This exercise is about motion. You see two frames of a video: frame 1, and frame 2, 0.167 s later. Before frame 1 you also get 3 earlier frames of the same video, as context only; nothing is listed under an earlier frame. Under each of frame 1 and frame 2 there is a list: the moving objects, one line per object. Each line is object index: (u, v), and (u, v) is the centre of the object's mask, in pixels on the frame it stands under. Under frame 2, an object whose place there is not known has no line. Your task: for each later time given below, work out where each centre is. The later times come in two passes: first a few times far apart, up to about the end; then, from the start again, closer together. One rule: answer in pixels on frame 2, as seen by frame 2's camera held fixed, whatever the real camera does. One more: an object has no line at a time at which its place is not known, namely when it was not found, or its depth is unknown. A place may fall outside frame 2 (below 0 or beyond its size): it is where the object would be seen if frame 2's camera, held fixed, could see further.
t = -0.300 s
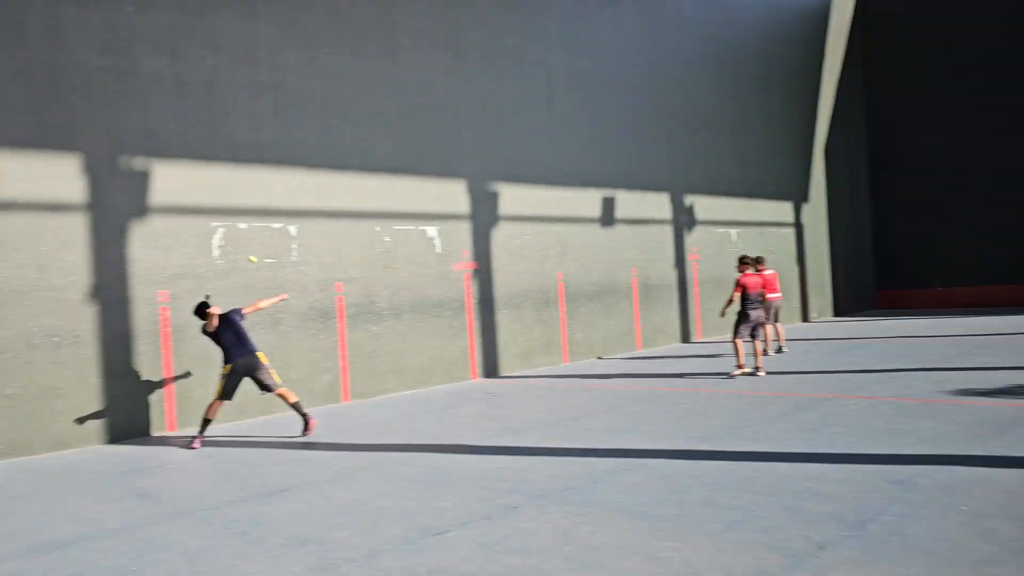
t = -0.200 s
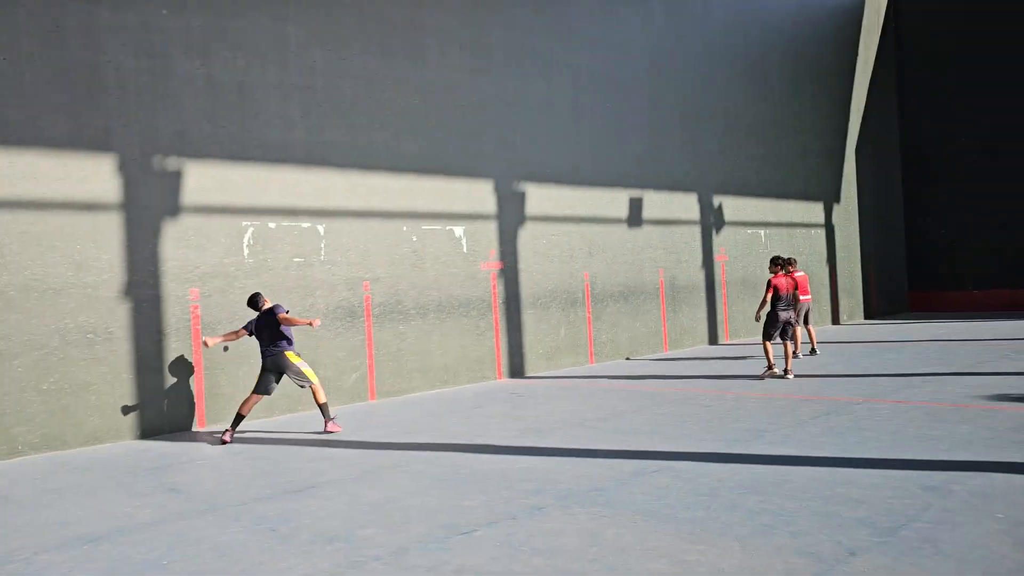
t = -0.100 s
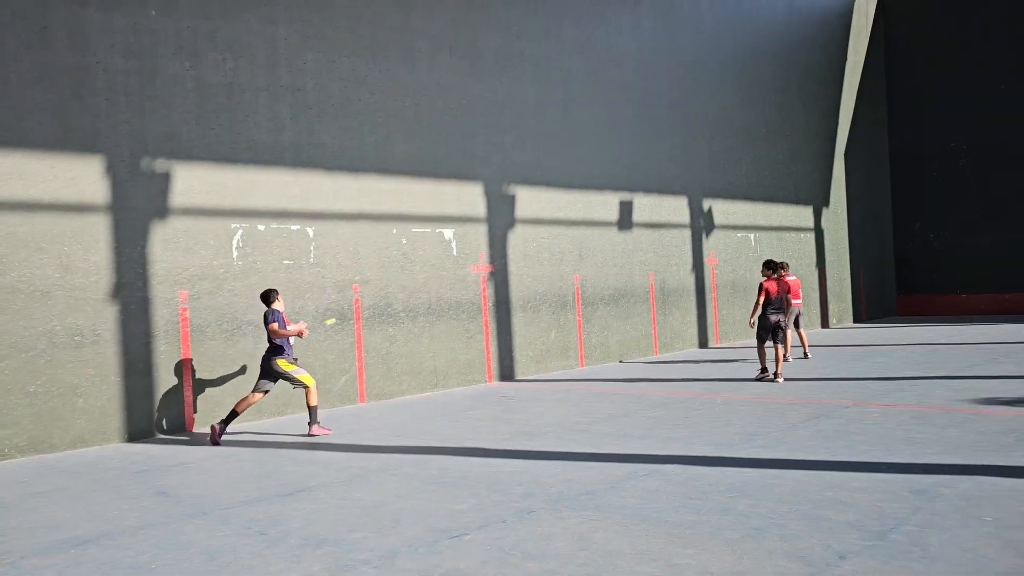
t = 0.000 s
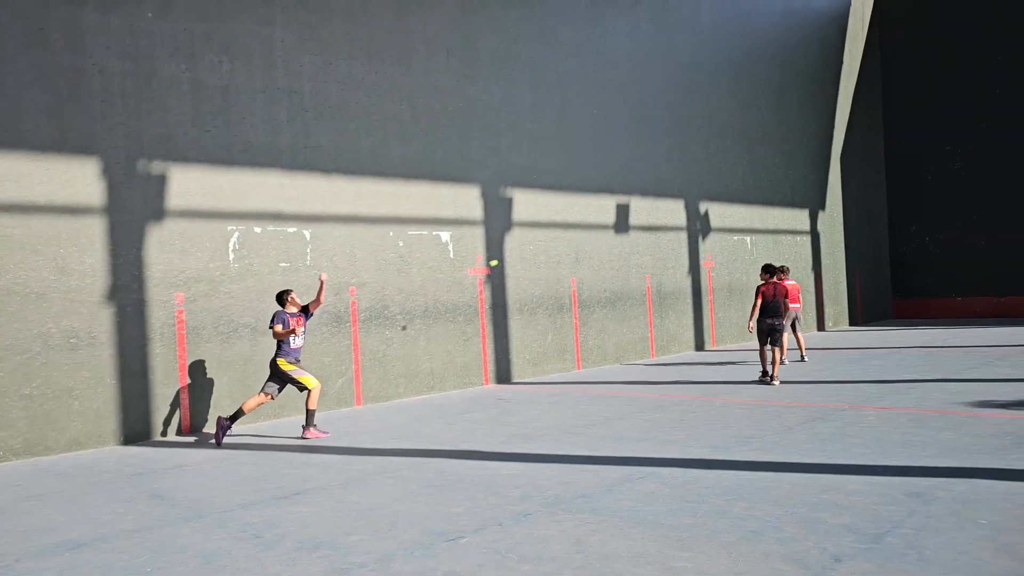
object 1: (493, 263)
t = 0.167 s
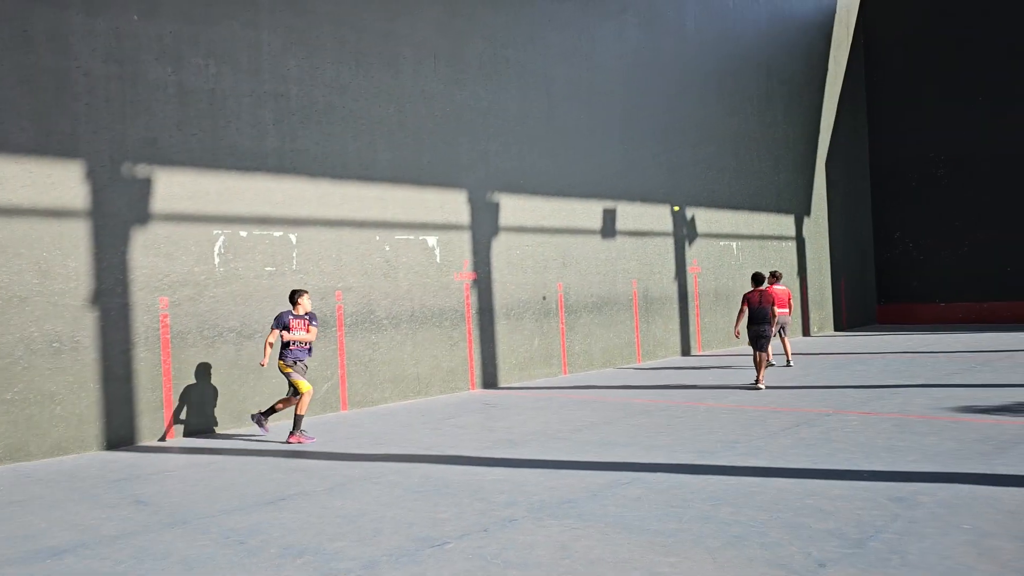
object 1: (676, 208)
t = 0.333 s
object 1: (811, 181)
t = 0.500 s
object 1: (910, 174)
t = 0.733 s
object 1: (1013, 185)
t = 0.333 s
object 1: (811, 181)
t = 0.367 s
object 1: (833, 178)
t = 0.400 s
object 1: (854, 177)
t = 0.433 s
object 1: (874, 175)
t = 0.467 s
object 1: (892, 174)
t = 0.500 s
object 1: (910, 174)
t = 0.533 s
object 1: (927, 174)
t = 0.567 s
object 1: (943, 175)
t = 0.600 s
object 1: (958, 176)
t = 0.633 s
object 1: (973, 178)
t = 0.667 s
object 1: (986, 180)
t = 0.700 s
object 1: (1000, 182)
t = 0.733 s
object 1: (1013, 185)
